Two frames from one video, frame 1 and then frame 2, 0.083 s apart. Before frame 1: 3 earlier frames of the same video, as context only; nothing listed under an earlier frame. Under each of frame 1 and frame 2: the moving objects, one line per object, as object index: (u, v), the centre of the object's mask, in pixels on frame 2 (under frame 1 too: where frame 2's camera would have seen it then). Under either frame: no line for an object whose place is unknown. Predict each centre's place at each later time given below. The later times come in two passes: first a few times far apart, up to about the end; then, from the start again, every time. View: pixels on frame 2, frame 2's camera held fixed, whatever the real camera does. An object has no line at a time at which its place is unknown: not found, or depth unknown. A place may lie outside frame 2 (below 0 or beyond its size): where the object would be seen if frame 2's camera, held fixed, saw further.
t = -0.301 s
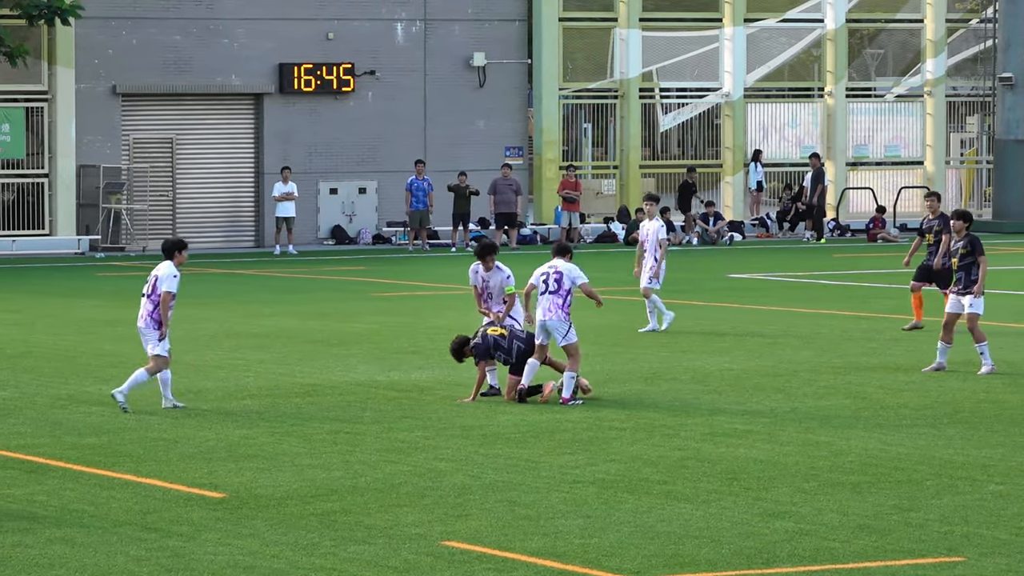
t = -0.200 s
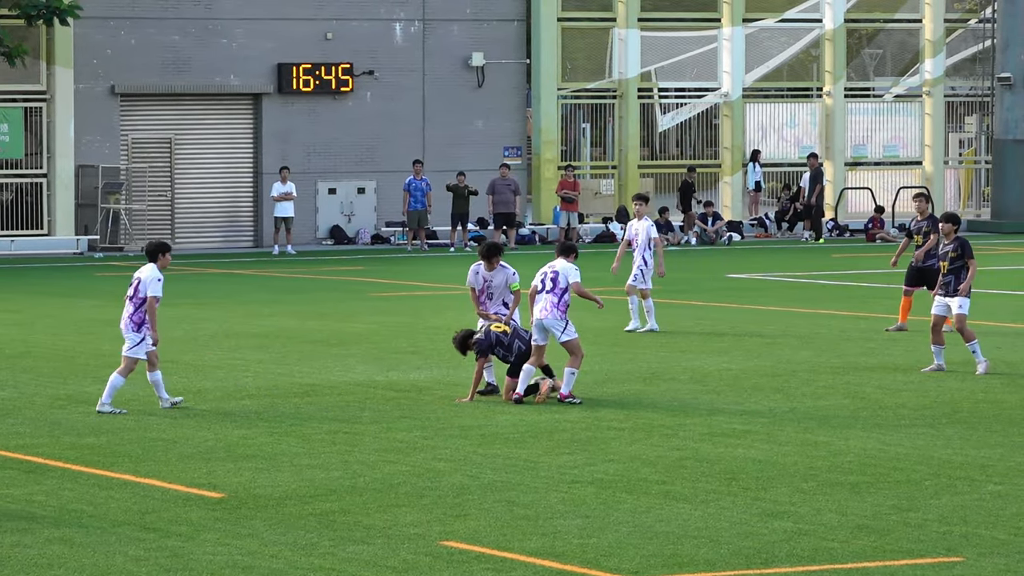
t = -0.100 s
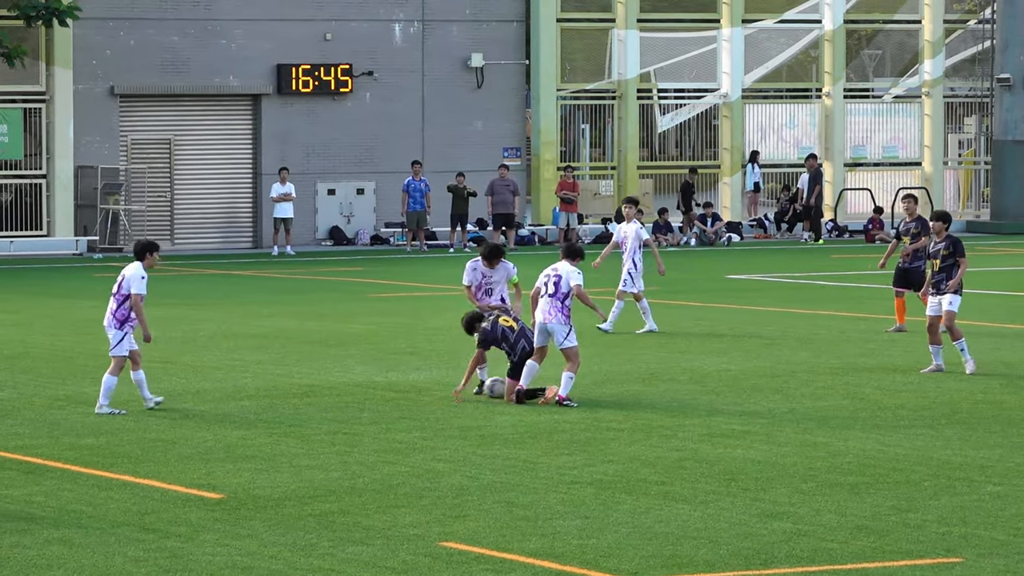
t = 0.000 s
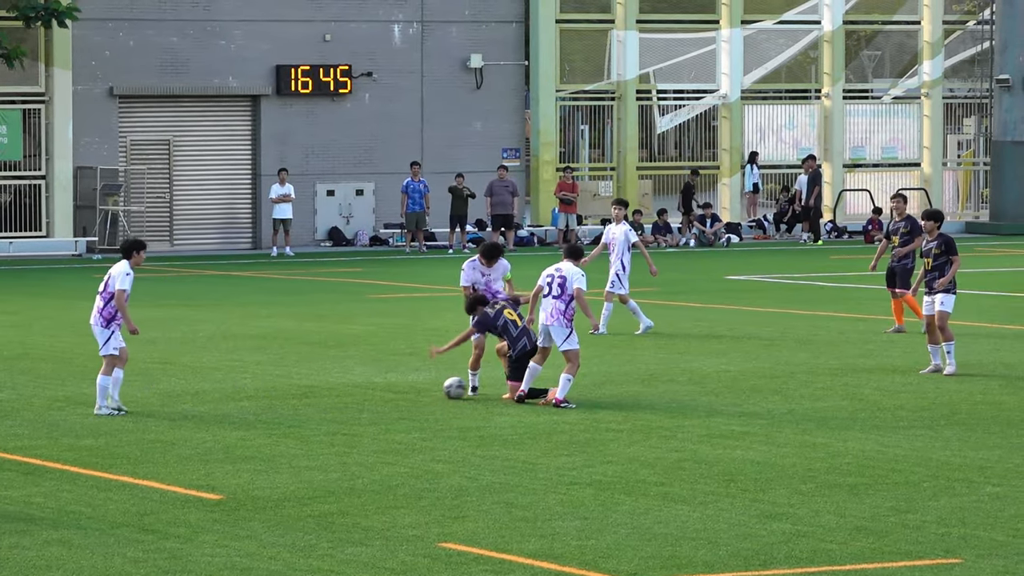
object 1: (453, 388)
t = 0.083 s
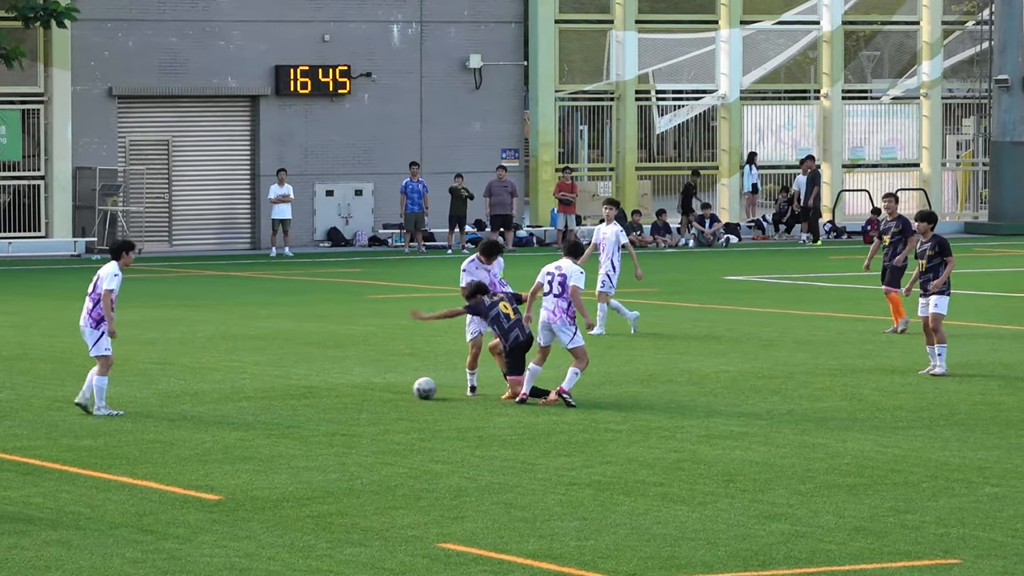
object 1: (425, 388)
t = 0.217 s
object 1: (384, 388)
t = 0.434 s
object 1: (327, 388)
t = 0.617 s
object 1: (281, 387)
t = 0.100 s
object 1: (419, 388)
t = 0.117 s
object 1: (414, 388)
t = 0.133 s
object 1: (409, 388)
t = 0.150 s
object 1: (403, 388)
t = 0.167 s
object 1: (398, 389)
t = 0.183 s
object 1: (393, 389)
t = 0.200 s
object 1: (389, 388)
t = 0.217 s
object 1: (384, 388)
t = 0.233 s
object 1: (380, 387)
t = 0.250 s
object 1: (375, 387)
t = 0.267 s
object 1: (371, 387)
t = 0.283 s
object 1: (367, 388)
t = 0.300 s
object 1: (362, 388)
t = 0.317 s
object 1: (358, 388)
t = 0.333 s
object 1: (353, 388)
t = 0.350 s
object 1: (349, 388)
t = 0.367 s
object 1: (345, 388)
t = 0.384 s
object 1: (340, 387)
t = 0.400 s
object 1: (336, 388)
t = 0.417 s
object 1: (331, 388)
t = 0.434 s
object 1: (327, 388)
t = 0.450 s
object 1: (323, 388)
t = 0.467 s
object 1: (318, 388)
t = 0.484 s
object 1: (314, 388)
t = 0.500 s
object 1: (310, 388)
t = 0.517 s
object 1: (306, 388)
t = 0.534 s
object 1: (302, 388)
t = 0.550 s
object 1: (298, 388)
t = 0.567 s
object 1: (294, 388)
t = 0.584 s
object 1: (290, 388)
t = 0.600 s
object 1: (285, 387)
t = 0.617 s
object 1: (281, 387)
